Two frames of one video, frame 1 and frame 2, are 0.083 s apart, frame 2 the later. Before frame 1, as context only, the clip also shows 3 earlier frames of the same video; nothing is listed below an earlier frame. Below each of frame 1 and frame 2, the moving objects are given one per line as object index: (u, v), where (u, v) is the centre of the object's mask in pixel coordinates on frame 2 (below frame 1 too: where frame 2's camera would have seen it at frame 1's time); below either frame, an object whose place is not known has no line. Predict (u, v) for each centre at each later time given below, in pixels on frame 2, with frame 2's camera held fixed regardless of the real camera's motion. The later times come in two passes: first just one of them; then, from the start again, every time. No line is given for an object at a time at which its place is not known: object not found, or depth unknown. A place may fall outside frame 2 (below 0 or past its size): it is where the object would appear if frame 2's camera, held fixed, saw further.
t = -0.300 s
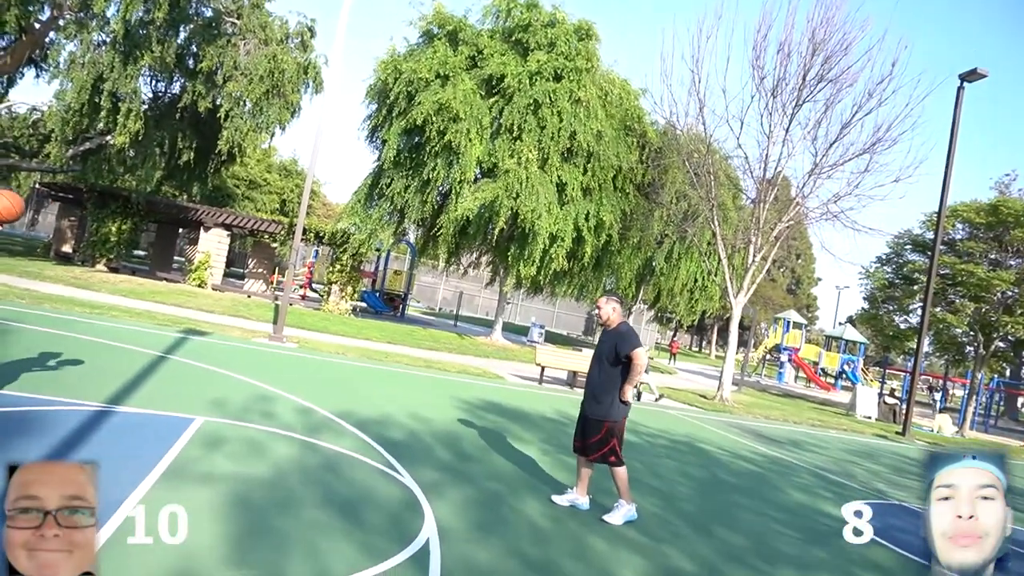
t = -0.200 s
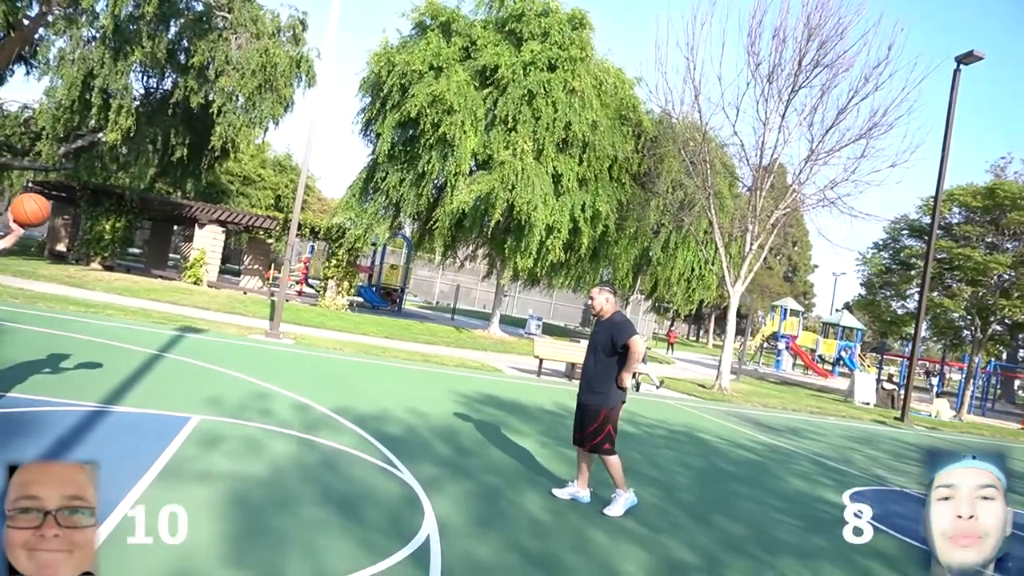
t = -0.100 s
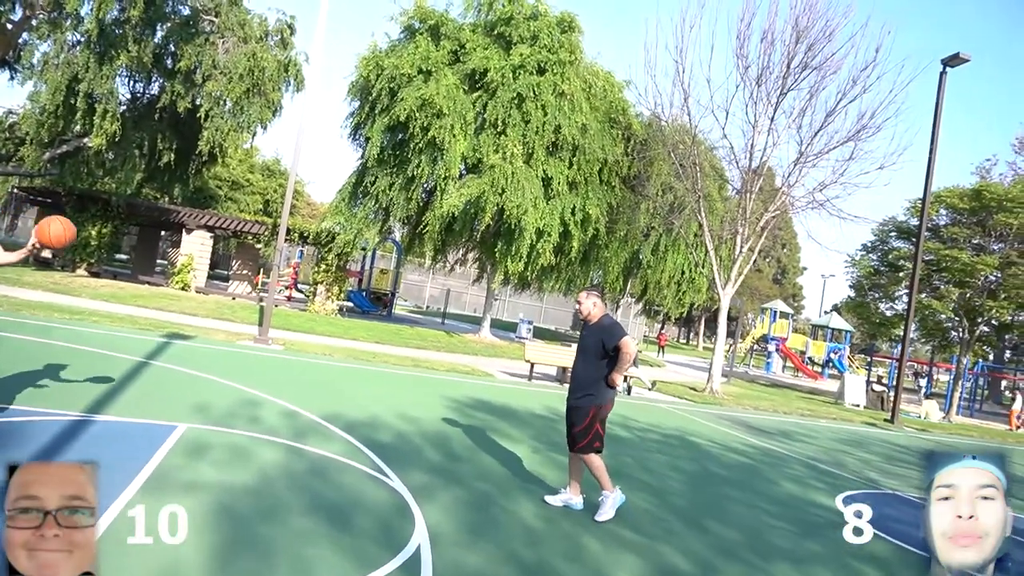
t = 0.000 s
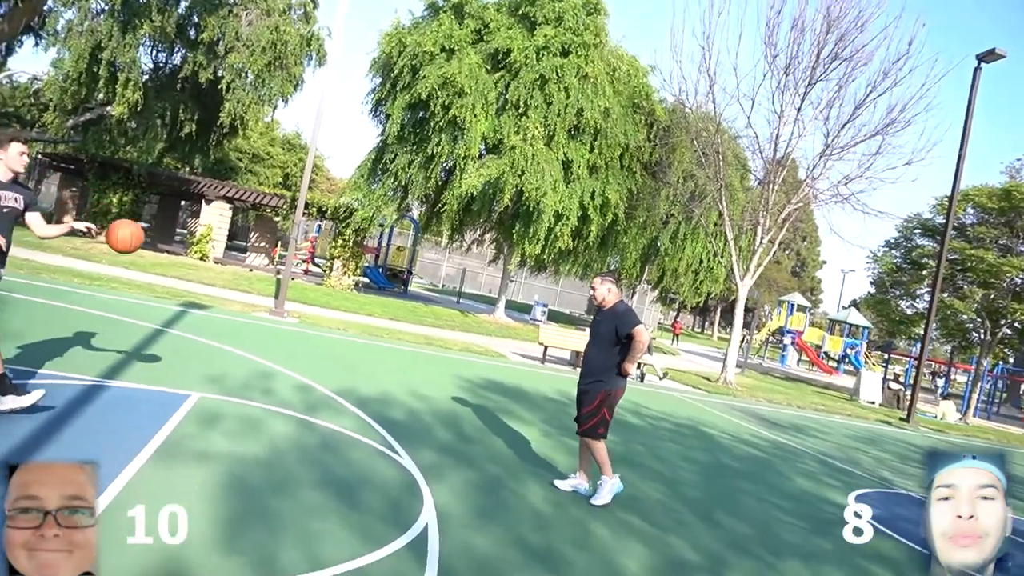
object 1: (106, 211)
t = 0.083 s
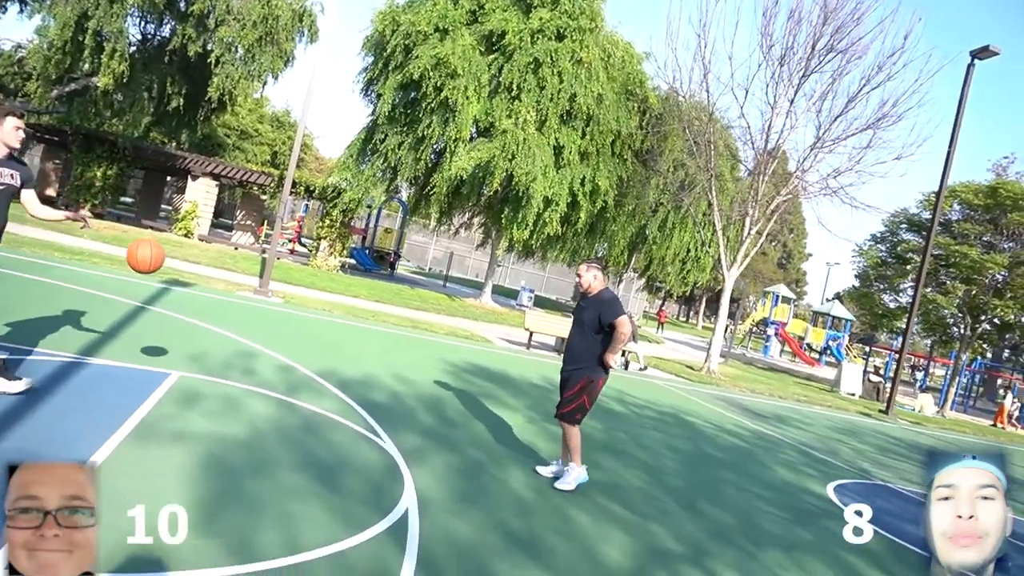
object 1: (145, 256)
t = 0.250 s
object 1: (215, 374)
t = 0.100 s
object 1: (153, 266)
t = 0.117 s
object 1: (159, 277)
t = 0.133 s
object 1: (166, 288)
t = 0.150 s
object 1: (174, 299)
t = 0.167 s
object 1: (181, 310)
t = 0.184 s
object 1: (188, 323)
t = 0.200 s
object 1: (195, 335)
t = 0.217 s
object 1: (201, 347)
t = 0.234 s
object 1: (208, 361)
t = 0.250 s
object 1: (215, 374)
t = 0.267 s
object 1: (221, 388)
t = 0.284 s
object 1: (227, 403)
